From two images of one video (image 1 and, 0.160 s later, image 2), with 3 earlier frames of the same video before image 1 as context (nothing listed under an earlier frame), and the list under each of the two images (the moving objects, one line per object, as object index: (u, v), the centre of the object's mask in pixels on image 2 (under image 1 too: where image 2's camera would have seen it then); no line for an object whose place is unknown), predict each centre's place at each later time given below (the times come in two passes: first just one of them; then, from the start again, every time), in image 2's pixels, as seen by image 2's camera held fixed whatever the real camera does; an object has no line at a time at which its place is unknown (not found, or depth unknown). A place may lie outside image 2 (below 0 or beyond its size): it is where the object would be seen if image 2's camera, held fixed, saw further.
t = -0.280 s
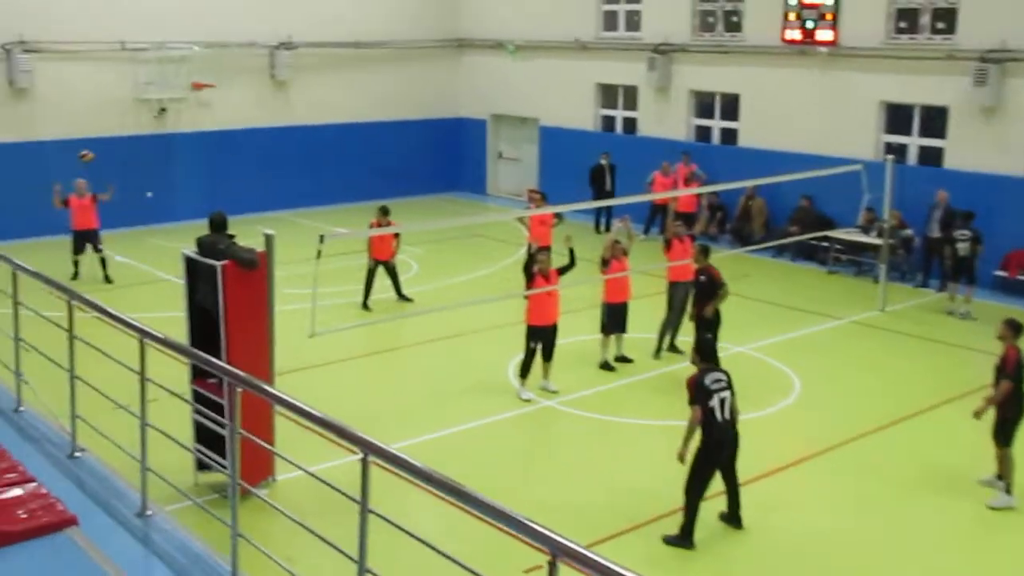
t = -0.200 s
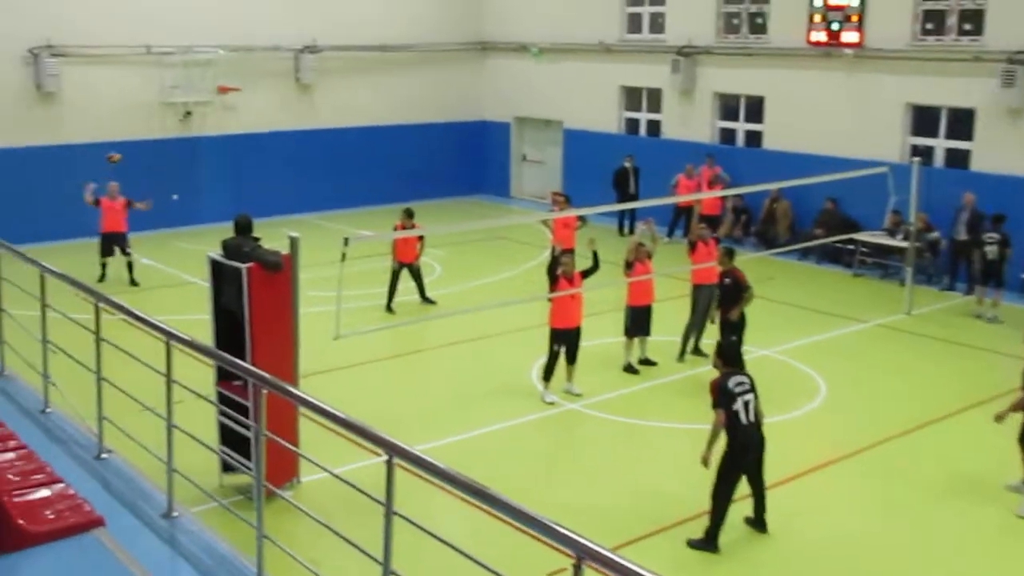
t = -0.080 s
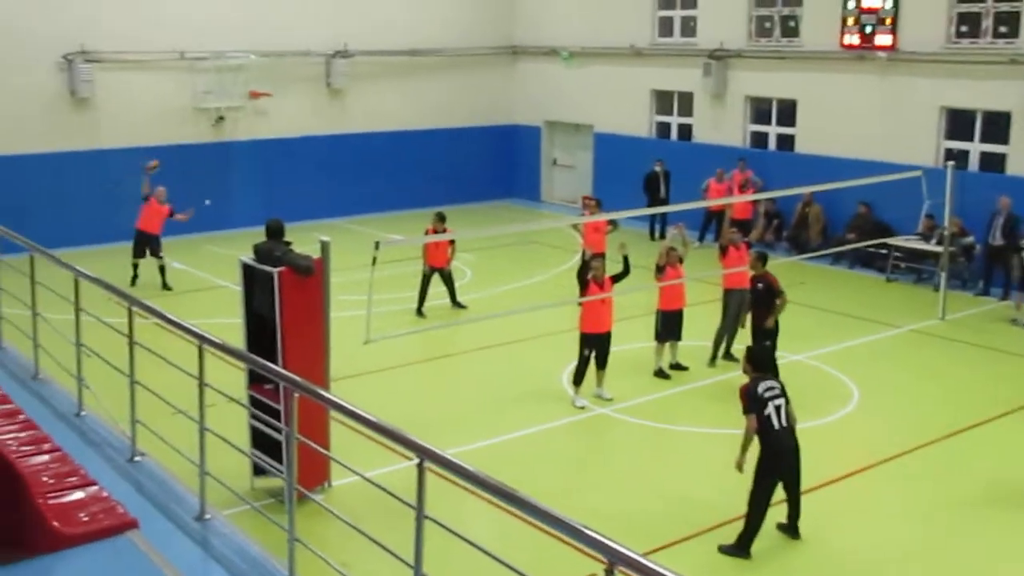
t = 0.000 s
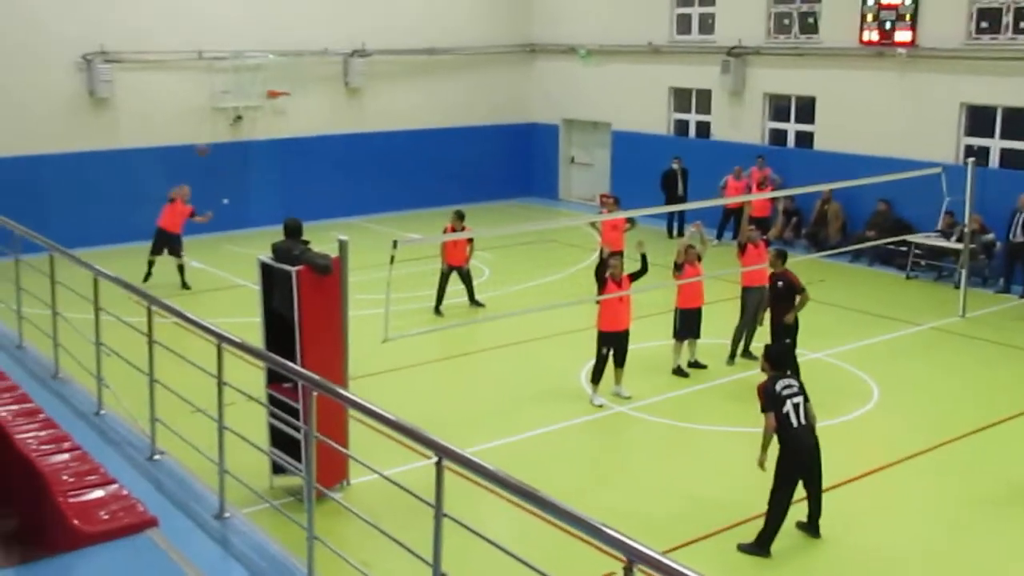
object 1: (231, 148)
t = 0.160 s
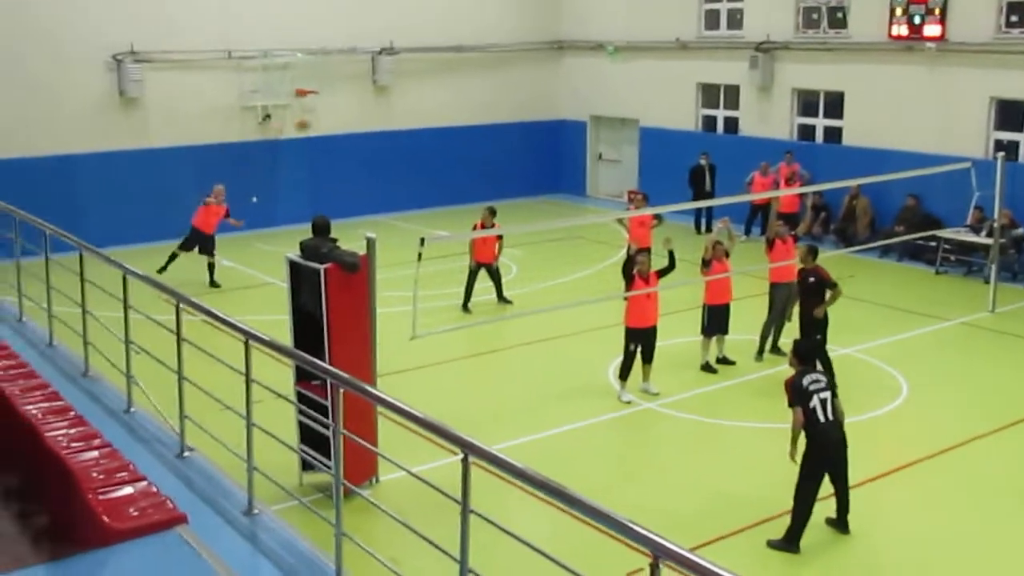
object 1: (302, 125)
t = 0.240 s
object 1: (342, 119)
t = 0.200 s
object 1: (323, 121)
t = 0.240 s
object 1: (342, 119)
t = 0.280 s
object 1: (363, 118)
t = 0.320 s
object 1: (384, 118)
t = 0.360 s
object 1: (406, 118)
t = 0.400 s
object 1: (429, 119)
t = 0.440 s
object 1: (453, 121)
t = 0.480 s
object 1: (477, 125)
